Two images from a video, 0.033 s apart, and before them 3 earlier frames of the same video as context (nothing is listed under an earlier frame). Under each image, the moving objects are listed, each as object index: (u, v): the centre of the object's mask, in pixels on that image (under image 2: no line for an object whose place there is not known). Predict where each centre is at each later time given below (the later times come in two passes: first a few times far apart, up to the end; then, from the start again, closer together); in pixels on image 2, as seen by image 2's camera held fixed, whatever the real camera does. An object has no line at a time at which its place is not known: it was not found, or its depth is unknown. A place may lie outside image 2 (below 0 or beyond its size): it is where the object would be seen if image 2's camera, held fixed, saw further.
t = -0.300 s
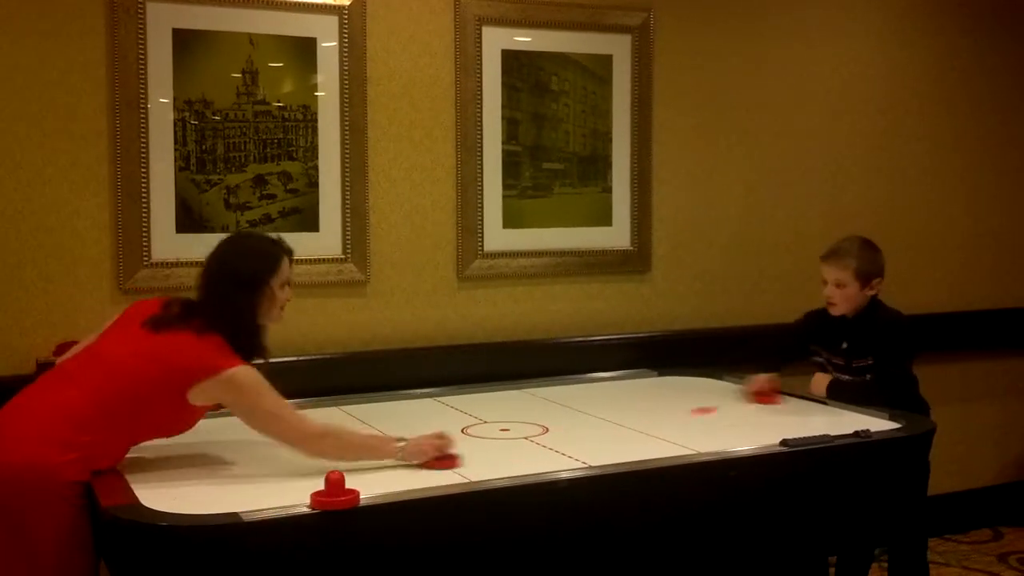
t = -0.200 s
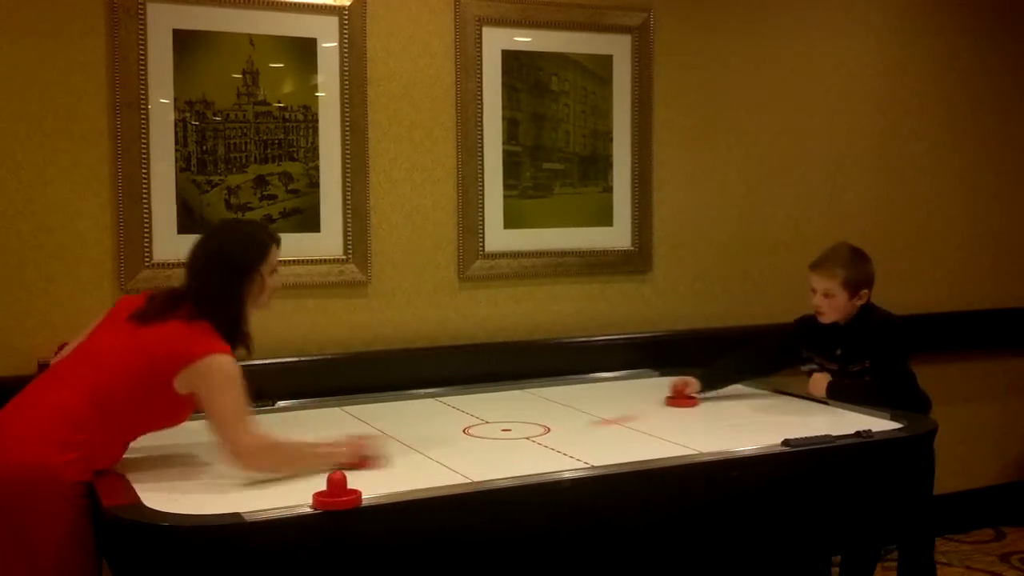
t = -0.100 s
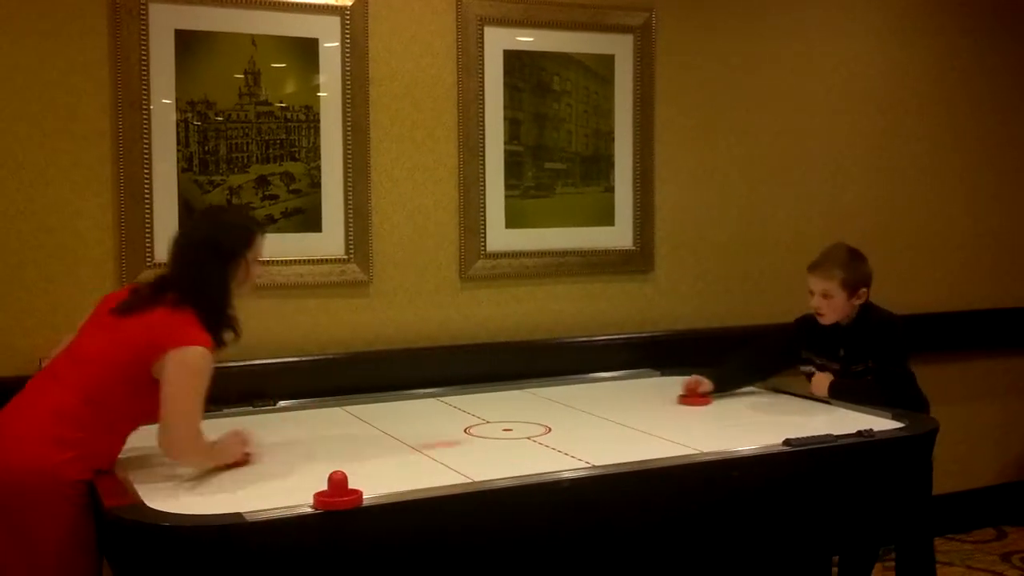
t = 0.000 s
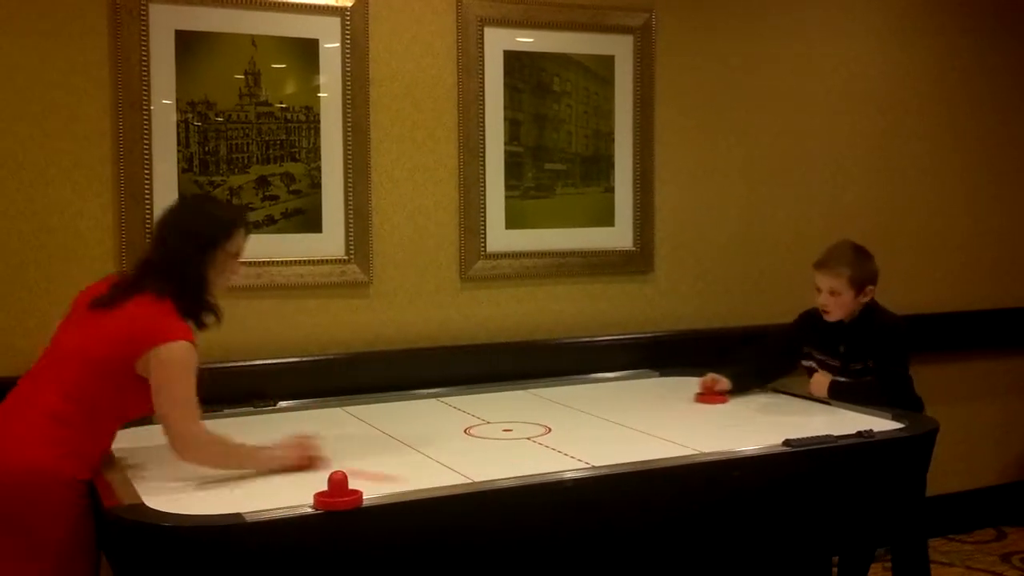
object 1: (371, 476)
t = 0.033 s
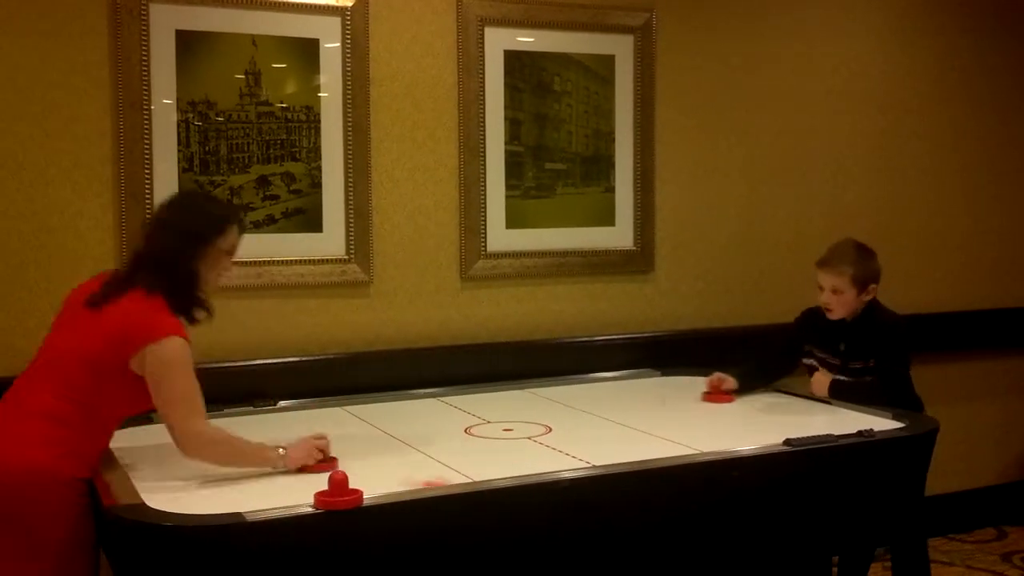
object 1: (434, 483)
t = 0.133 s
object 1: (454, 444)
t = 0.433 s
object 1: (575, 410)
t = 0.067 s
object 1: (443, 468)
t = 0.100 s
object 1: (449, 454)
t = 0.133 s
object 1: (454, 444)
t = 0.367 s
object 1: (523, 403)
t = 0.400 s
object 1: (548, 406)
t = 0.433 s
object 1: (575, 410)
